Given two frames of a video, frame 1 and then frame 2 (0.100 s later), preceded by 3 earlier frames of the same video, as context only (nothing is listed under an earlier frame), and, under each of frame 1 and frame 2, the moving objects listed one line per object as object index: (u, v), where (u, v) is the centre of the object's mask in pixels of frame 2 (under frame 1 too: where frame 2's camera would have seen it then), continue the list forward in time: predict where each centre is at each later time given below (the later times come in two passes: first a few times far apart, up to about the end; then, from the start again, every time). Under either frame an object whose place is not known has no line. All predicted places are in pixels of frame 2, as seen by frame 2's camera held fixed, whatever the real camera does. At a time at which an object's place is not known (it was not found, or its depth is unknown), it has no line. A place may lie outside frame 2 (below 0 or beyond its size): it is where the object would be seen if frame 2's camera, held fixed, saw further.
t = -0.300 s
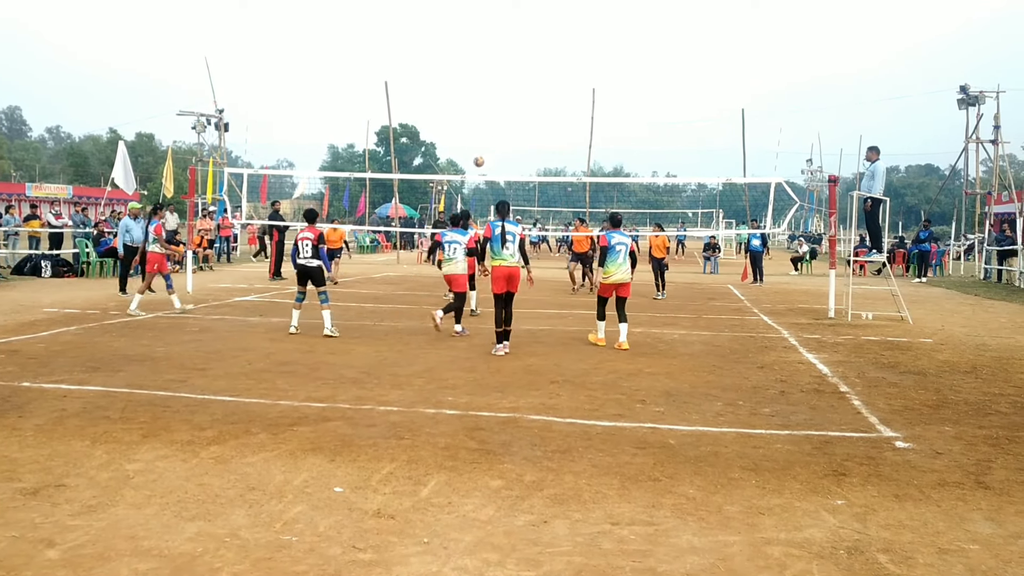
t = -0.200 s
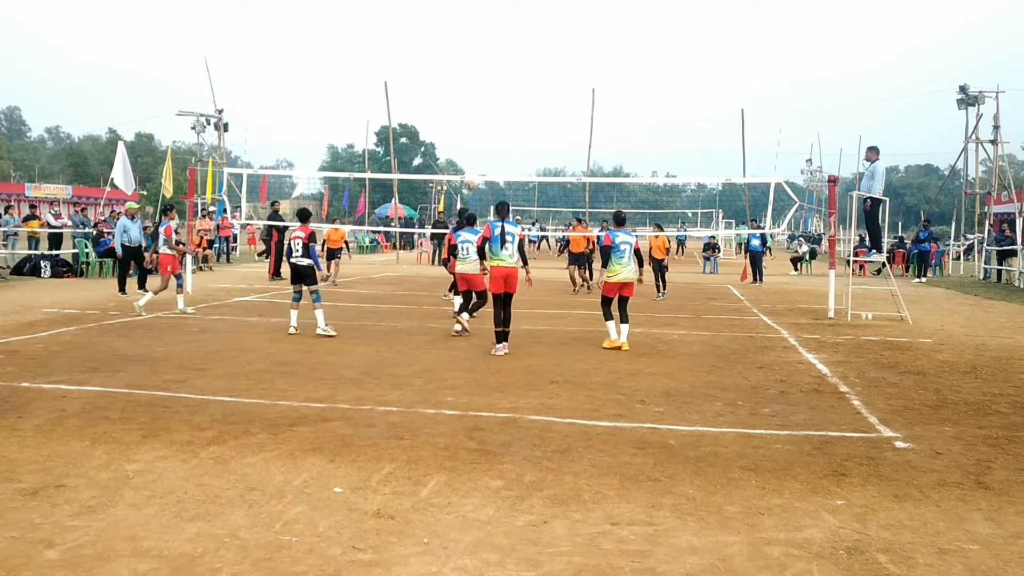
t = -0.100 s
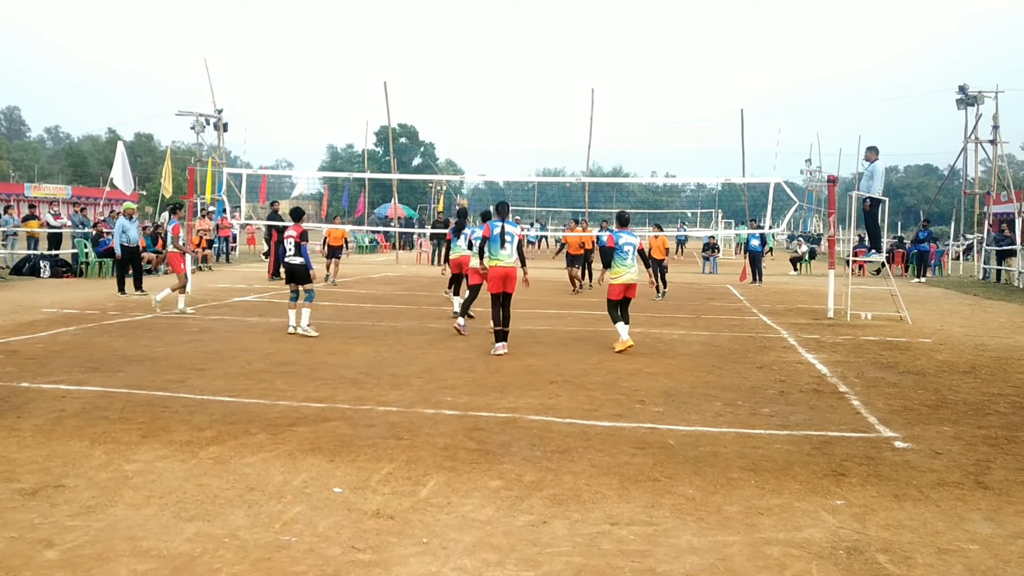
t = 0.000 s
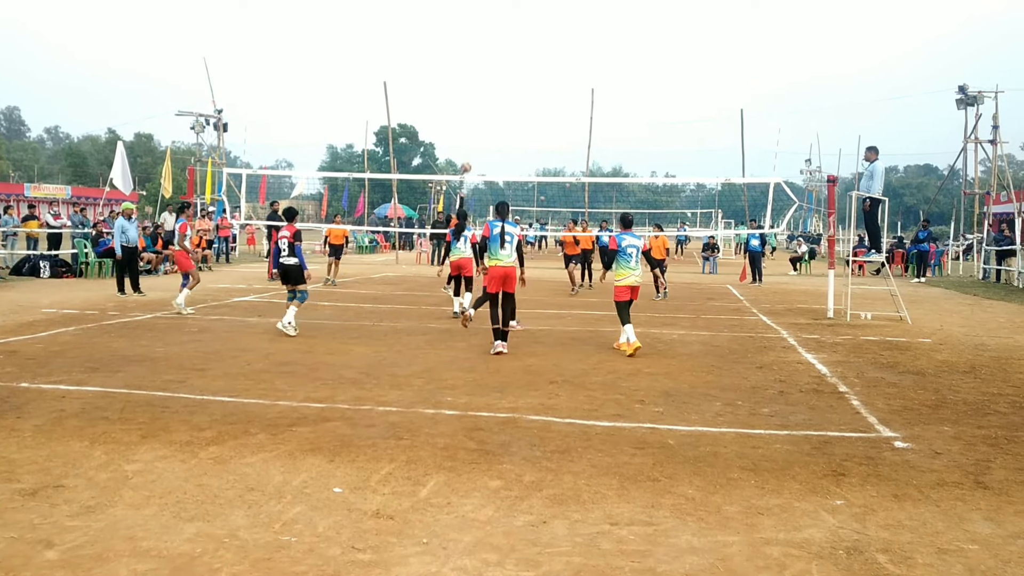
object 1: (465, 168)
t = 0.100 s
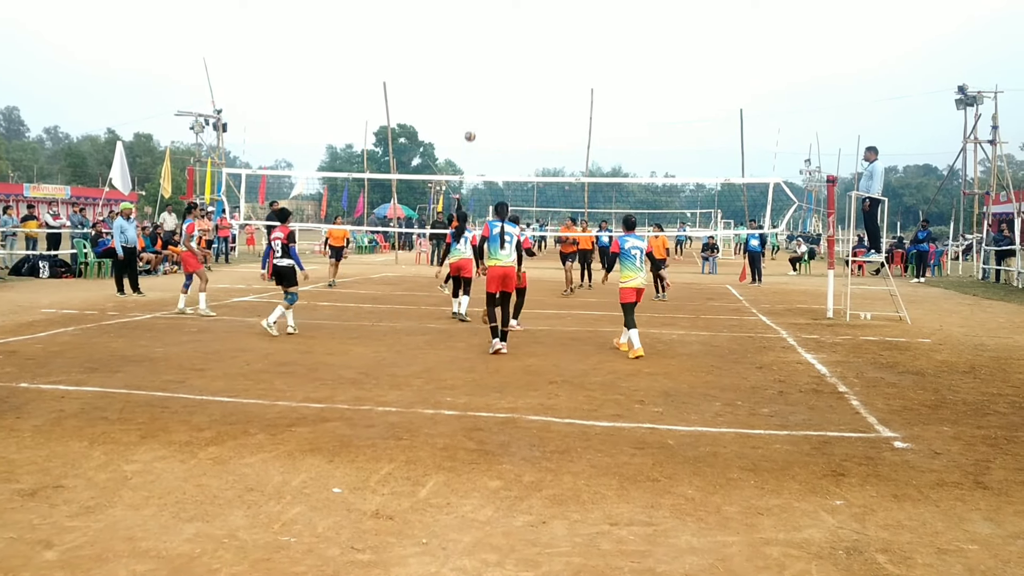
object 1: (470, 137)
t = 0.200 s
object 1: (474, 110)
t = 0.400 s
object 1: (483, 74)
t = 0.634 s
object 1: (493, 60)
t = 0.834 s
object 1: (501, 72)
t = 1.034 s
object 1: (507, 106)
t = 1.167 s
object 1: (510, 141)
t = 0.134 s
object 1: (471, 127)
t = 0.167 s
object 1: (473, 118)
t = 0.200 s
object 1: (474, 110)
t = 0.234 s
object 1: (476, 103)
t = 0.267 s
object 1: (477, 96)
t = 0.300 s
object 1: (479, 90)
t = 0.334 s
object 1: (480, 84)
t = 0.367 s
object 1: (482, 79)
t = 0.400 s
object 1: (483, 74)
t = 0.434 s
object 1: (485, 71)
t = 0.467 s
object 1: (486, 67)
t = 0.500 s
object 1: (488, 65)
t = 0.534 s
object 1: (489, 63)
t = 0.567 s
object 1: (490, 61)
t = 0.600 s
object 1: (492, 60)
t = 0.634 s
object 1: (493, 60)
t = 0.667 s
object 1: (494, 61)
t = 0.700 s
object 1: (496, 61)
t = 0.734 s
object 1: (497, 63)
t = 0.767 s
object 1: (498, 66)
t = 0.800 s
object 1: (499, 68)
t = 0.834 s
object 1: (501, 72)
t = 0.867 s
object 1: (501, 76)
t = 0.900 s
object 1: (503, 81)
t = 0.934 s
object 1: (504, 86)
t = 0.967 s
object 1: (505, 92)
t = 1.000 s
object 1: (506, 99)
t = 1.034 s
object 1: (507, 106)
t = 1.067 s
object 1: (508, 114)
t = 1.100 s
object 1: (508, 122)
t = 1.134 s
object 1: (509, 131)
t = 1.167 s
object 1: (510, 141)
